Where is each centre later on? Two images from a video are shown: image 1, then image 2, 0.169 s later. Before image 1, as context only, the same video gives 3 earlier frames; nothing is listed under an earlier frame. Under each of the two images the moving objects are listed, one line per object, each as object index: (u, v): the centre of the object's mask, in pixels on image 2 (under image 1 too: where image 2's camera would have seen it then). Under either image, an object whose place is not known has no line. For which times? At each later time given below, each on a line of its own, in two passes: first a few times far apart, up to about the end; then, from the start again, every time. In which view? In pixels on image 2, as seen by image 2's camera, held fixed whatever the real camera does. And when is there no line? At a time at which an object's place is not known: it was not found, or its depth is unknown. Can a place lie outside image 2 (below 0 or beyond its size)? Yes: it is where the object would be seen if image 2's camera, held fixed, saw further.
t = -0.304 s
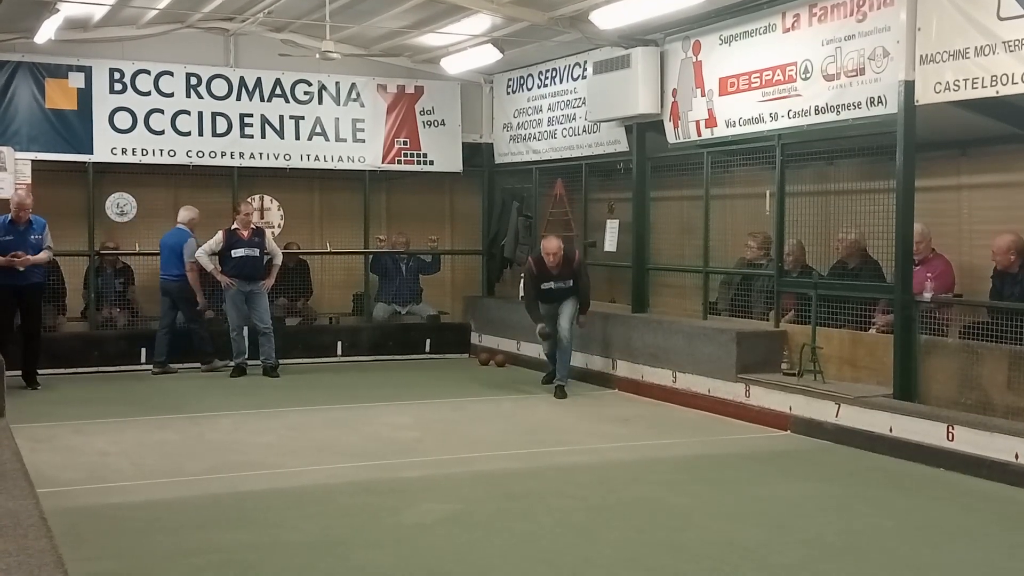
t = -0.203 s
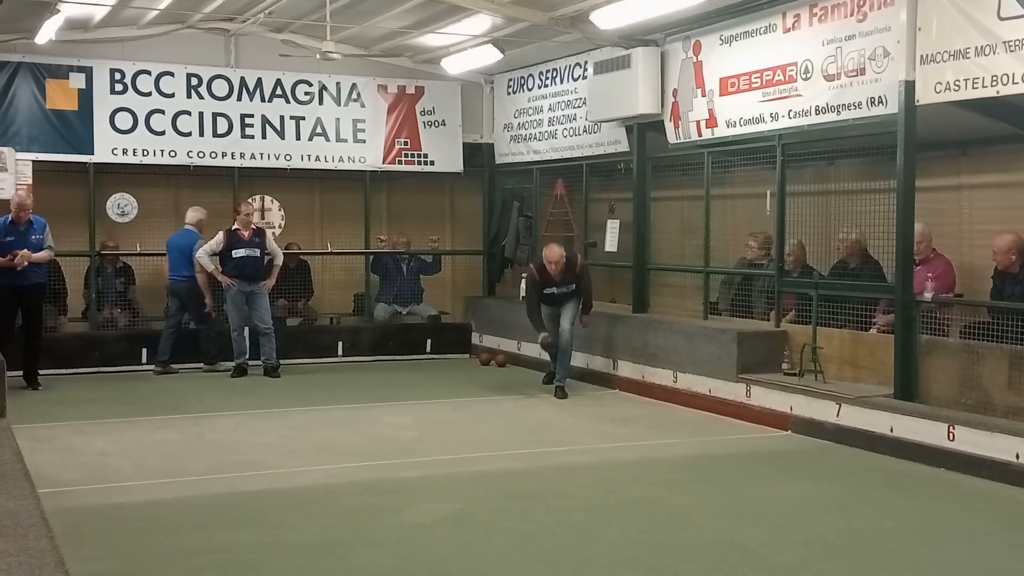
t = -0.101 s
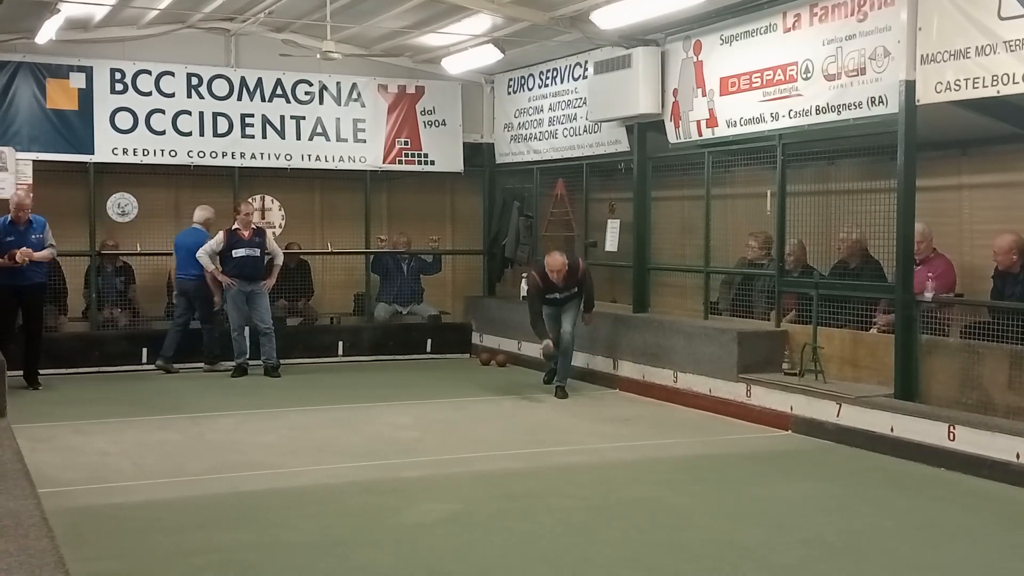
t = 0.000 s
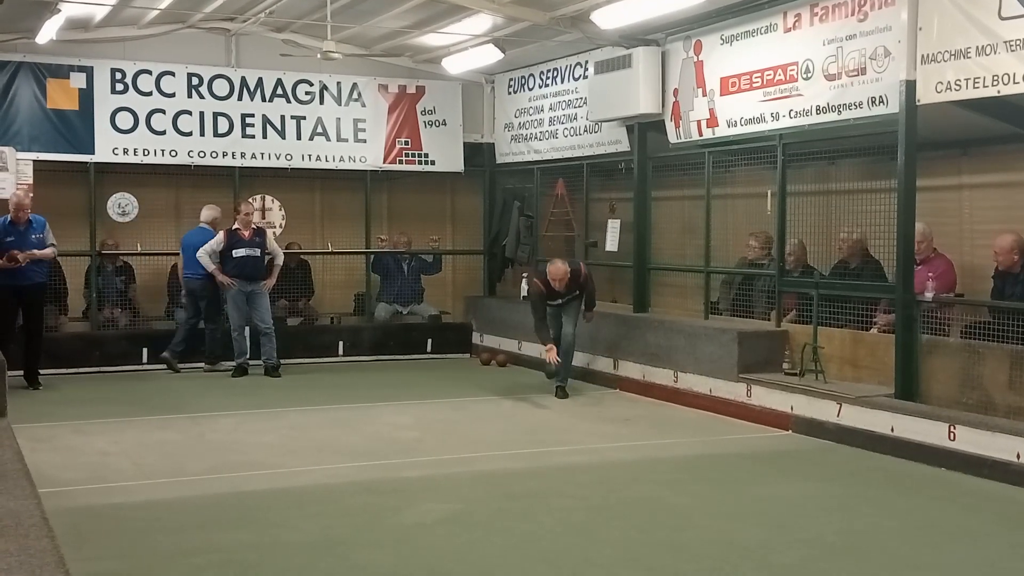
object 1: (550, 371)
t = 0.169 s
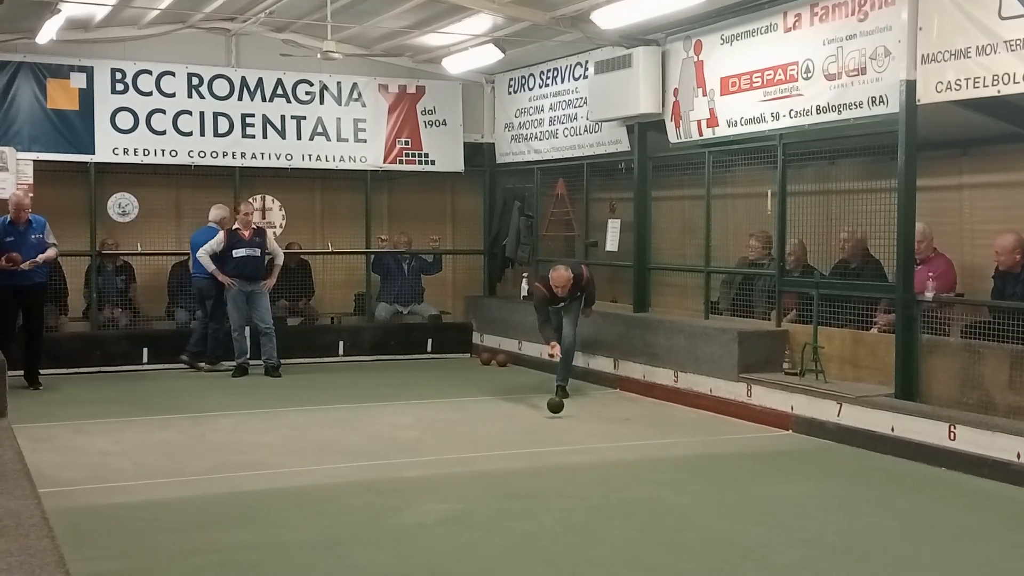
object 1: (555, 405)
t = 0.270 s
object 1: (556, 411)
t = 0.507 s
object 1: (561, 424)
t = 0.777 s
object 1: (566, 440)
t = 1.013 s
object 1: (571, 456)
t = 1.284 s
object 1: (579, 476)
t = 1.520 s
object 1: (586, 497)
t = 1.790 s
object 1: (597, 524)
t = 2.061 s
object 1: (609, 557)
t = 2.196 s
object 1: (616, 574)
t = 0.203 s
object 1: (556, 405)
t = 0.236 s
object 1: (556, 407)
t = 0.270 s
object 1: (556, 411)
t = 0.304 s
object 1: (557, 414)
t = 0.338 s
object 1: (558, 416)
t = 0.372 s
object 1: (558, 418)
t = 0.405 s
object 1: (559, 419)
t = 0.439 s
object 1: (559, 421)
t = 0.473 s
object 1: (560, 423)
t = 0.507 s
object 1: (561, 424)
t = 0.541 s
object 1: (561, 427)
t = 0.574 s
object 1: (562, 428)
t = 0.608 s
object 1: (562, 430)
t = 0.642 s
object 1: (563, 432)
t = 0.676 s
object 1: (564, 434)
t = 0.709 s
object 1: (564, 436)
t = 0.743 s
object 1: (565, 438)
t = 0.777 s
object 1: (566, 440)
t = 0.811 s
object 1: (566, 443)
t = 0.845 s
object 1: (567, 444)
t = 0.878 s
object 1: (568, 447)
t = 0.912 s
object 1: (569, 449)
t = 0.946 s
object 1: (569, 451)
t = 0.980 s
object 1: (570, 453)
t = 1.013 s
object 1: (571, 456)
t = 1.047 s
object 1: (572, 458)
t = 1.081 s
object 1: (573, 460)
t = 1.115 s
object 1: (574, 463)
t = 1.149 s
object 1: (575, 465)
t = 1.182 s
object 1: (576, 468)
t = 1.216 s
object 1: (577, 471)
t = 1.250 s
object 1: (578, 473)
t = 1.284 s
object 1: (579, 476)
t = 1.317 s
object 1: (580, 479)
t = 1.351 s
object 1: (581, 482)
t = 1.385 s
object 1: (582, 485)
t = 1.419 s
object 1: (583, 487)
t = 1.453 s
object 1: (584, 491)
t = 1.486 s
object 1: (585, 493)
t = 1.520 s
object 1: (586, 497)
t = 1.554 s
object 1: (588, 500)
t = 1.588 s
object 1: (589, 503)
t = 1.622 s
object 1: (590, 507)
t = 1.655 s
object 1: (591, 510)
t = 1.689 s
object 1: (593, 513)
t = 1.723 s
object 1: (594, 517)
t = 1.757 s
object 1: (595, 520)
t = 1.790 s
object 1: (597, 524)
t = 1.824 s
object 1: (598, 528)
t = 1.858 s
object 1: (600, 532)
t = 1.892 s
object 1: (601, 536)
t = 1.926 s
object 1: (603, 540)
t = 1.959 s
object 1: (604, 544)
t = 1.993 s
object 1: (606, 549)
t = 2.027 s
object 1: (608, 553)
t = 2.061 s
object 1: (609, 557)
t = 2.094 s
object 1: (611, 562)
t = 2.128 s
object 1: (613, 567)
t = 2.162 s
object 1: (615, 571)
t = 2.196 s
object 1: (616, 574)
